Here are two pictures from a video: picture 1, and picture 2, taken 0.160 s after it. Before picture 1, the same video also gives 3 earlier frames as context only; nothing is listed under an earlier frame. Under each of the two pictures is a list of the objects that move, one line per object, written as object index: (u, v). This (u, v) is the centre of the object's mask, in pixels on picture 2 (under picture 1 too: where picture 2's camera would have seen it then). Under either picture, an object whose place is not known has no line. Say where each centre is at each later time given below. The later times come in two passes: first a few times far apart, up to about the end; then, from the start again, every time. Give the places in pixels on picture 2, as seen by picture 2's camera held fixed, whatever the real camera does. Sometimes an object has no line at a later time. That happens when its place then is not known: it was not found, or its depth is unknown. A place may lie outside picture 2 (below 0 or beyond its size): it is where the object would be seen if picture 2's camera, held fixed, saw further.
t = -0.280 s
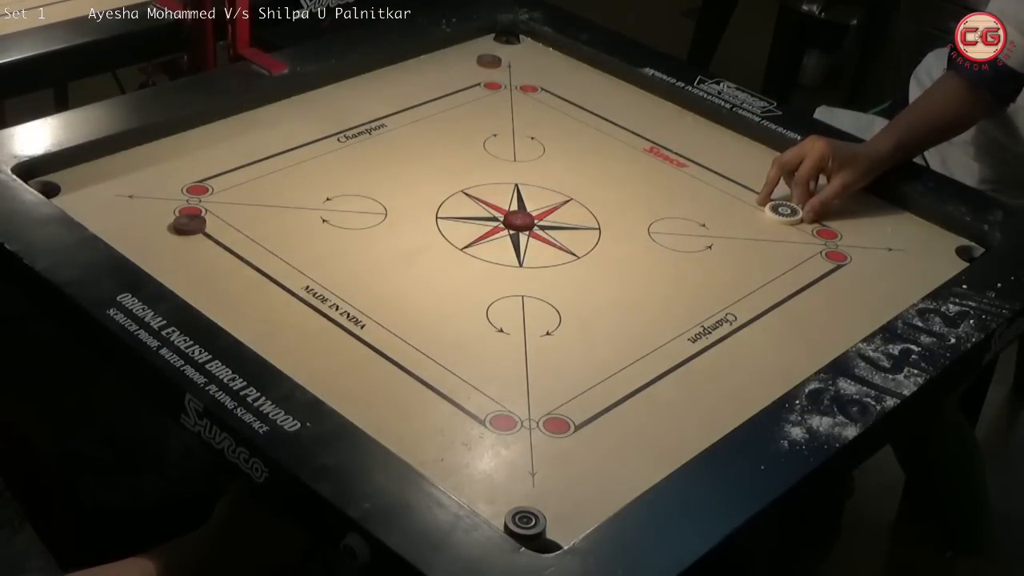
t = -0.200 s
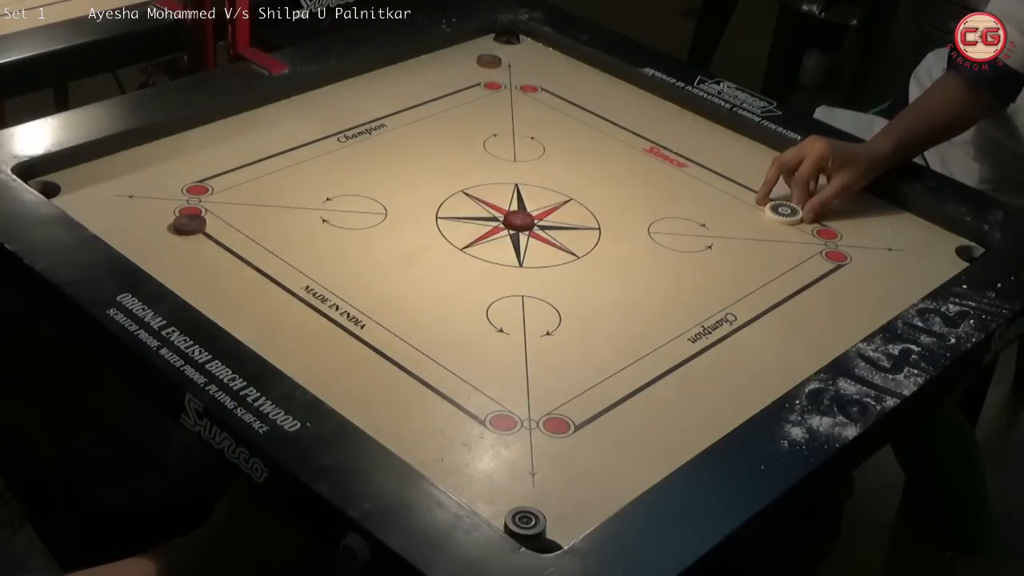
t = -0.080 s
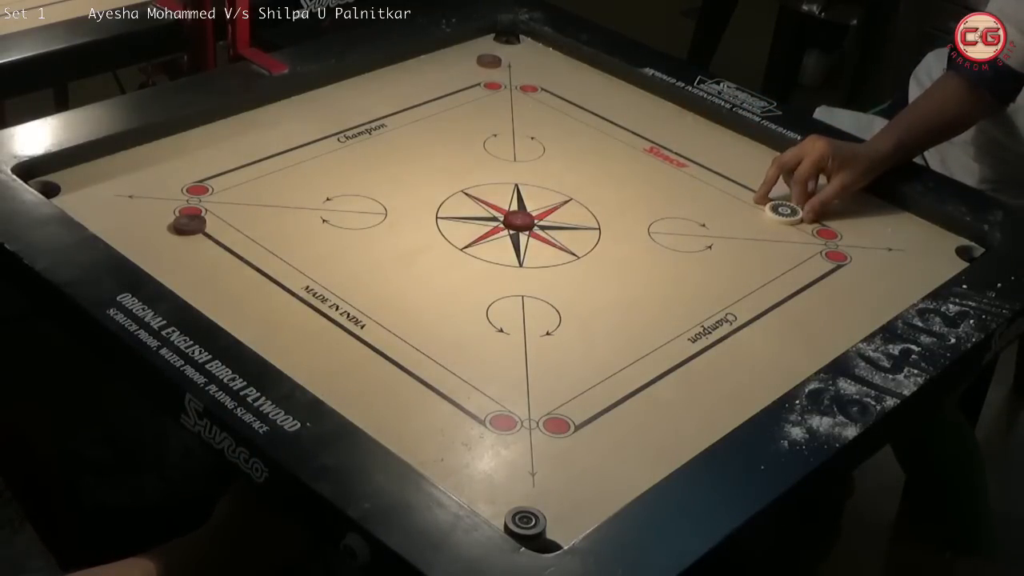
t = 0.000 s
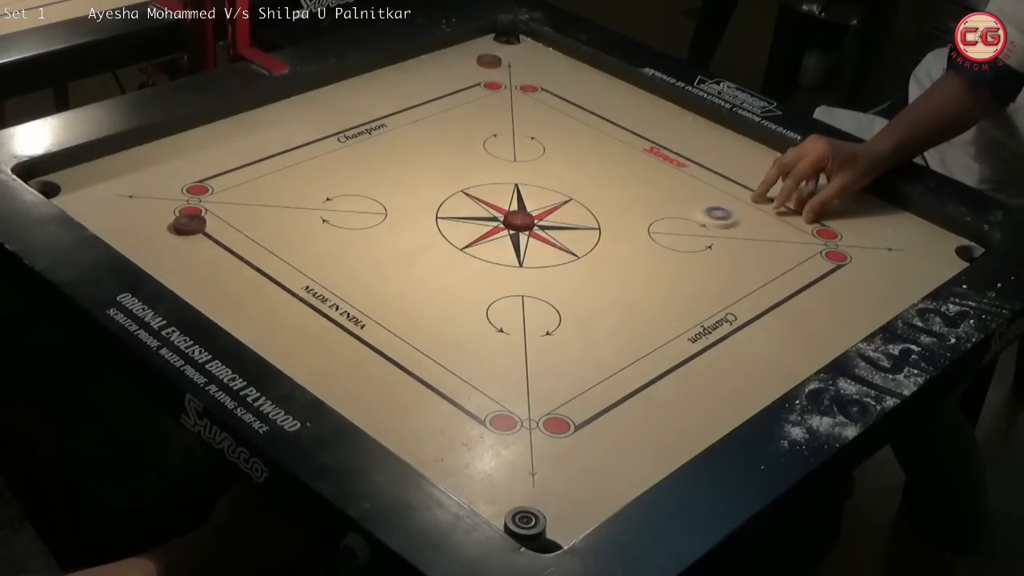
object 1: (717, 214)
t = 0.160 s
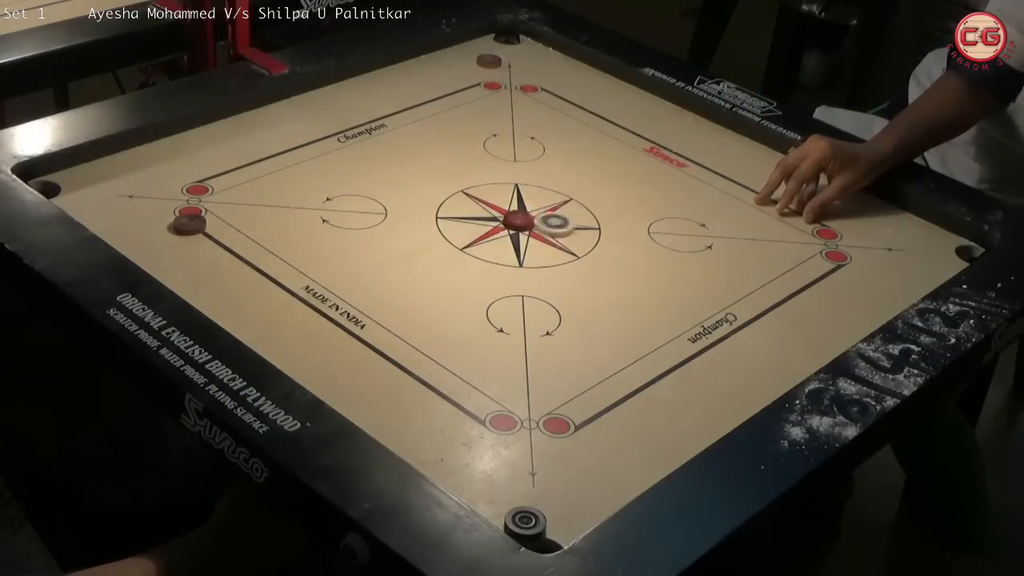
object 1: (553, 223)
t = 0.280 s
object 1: (502, 233)
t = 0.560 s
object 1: (432, 246)
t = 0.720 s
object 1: (426, 248)
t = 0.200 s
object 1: (535, 227)
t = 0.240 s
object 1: (518, 229)
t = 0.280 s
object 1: (502, 233)
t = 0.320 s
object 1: (487, 236)
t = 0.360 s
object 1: (474, 238)
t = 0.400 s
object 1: (463, 240)
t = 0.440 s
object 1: (453, 242)
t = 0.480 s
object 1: (444, 243)
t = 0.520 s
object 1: (438, 245)
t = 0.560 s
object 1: (432, 246)
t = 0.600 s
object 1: (429, 247)
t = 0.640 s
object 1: (427, 247)
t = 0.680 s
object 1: (426, 248)
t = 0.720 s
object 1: (426, 248)
